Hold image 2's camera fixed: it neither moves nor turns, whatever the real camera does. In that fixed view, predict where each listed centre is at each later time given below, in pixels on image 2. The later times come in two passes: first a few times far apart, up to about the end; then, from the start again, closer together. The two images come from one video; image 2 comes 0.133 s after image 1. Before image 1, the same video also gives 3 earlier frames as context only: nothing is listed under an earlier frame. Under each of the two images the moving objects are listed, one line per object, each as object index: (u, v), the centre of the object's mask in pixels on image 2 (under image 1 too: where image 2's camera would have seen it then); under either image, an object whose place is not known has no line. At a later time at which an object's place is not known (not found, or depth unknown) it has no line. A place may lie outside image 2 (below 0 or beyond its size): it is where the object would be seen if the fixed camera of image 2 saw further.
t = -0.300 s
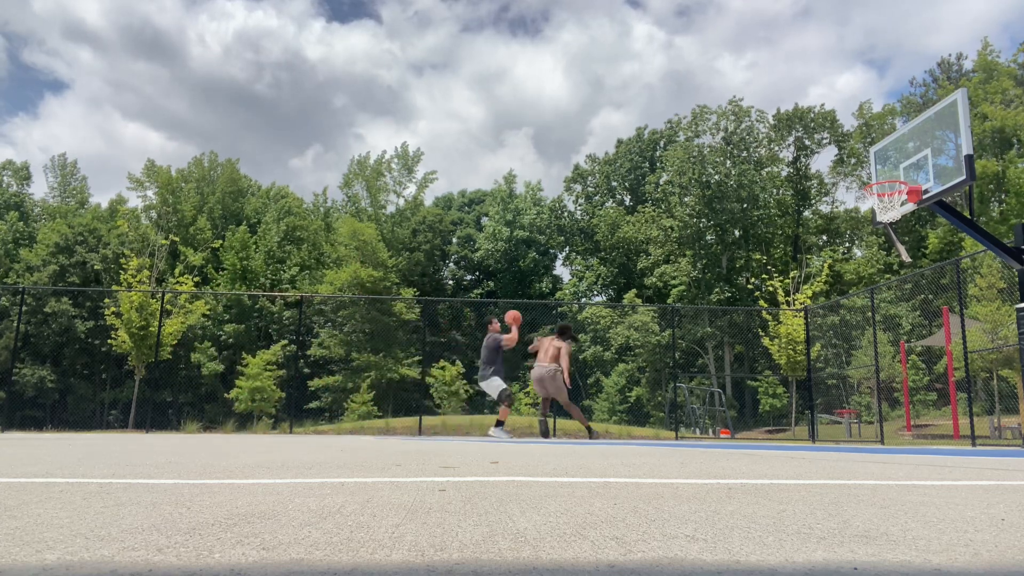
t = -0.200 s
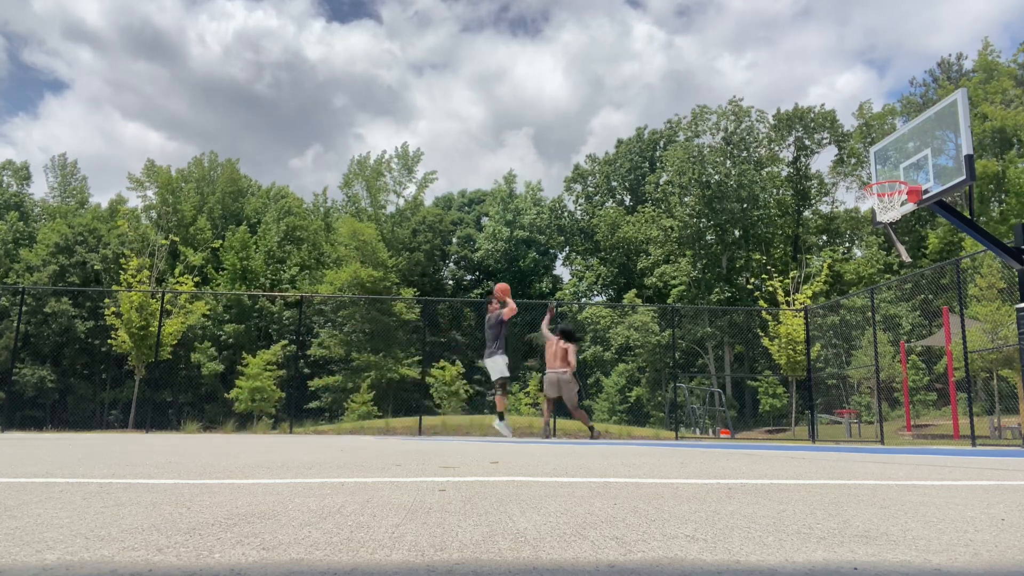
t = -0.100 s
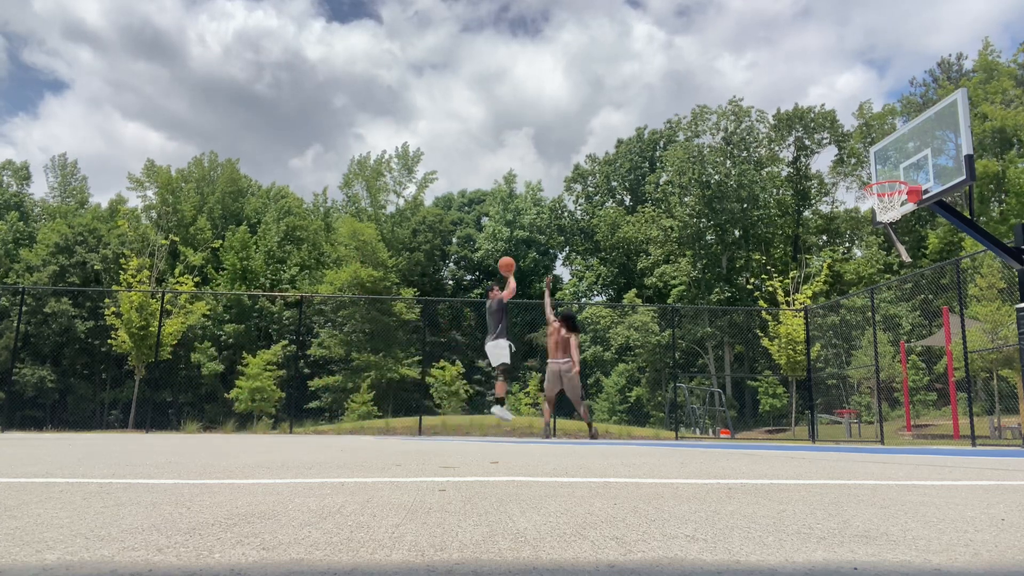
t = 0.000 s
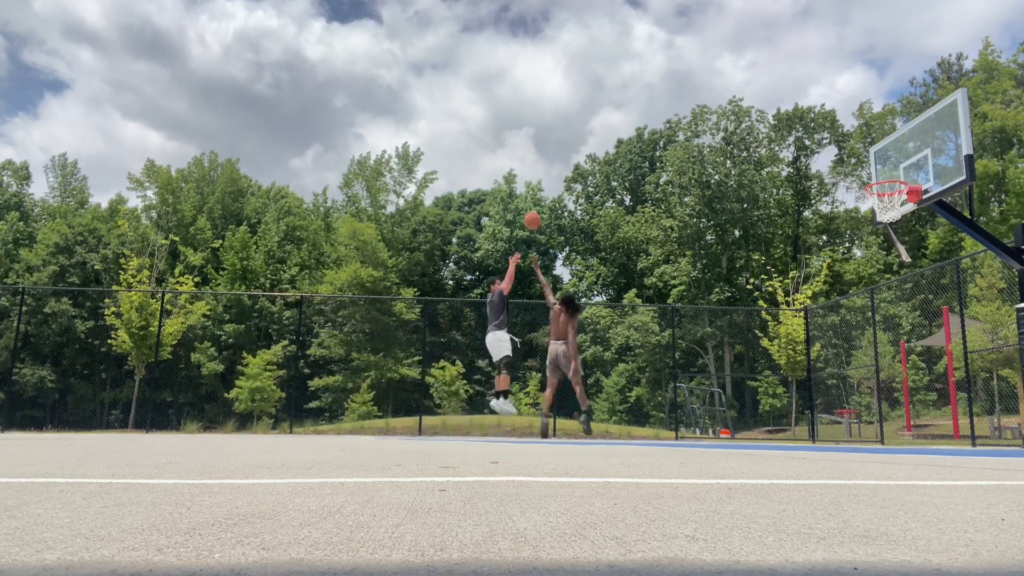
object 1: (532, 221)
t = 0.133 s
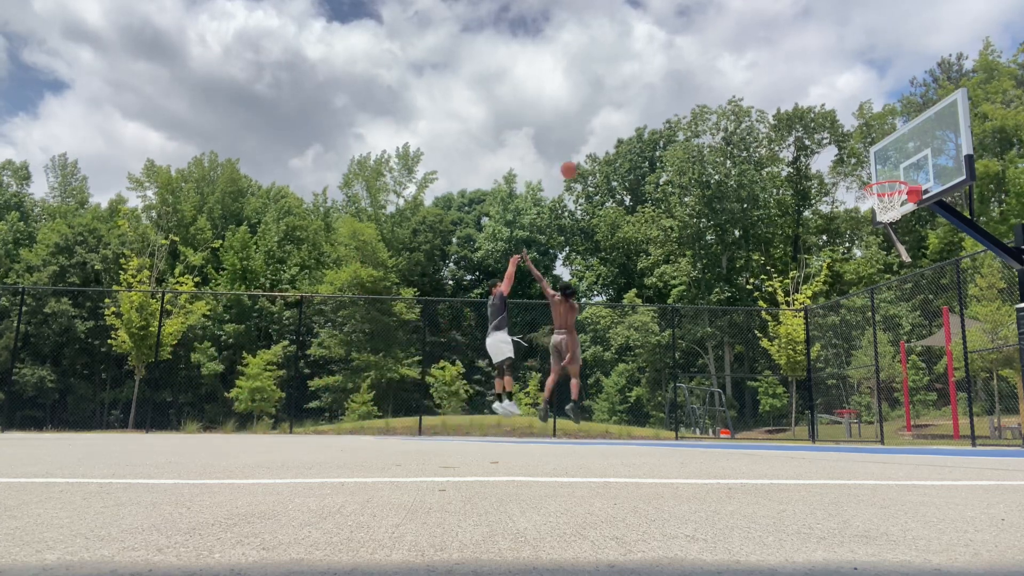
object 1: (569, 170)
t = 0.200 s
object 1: (587, 148)
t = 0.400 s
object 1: (643, 102)
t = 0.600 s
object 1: (702, 81)
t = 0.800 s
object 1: (764, 88)
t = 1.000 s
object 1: (832, 122)
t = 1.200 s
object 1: (895, 186)
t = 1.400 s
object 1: (887, 211)
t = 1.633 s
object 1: (914, 248)
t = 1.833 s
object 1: (941, 318)
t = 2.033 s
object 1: (974, 426)
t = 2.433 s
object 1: (1010, 314)
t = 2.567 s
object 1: (1018, 301)
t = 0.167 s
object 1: (578, 158)
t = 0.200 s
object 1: (587, 148)
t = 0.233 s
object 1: (597, 139)
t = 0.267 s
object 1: (606, 130)
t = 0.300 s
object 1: (615, 122)
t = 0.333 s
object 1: (624, 115)
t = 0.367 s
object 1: (634, 108)
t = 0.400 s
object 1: (643, 102)
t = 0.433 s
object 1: (653, 97)
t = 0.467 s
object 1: (663, 92)
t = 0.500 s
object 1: (672, 89)
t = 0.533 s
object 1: (682, 85)
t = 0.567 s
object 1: (692, 83)
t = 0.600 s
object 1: (702, 81)
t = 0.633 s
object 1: (712, 81)
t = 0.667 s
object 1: (722, 80)
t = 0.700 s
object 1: (733, 81)
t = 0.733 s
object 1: (743, 82)
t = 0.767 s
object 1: (753, 85)
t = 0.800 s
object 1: (764, 88)
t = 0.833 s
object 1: (775, 91)
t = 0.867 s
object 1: (786, 96)
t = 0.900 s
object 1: (797, 101)
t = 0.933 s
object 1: (809, 108)
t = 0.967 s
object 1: (819, 115)
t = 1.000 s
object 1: (832, 122)
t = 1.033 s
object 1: (844, 131)
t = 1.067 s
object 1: (856, 141)
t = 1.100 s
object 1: (867, 152)
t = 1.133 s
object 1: (880, 163)
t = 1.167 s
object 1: (893, 174)
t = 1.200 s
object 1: (895, 186)
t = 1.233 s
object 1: (879, 191)
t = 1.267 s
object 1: (872, 196)
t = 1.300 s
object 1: (873, 200)
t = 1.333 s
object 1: (879, 201)
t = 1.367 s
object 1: (884, 204)
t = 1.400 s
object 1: (887, 211)
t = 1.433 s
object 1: (891, 217)
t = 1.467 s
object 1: (894, 218)
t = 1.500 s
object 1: (898, 222)
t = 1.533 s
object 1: (902, 227)
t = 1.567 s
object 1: (906, 233)
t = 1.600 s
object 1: (910, 240)
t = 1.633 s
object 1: (914, 248)
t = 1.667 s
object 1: (919, 258)
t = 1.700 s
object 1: (923, 268)
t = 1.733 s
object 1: (927, 279)
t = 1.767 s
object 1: (932, 291)
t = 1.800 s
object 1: (937, 304)
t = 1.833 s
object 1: (941, 318)
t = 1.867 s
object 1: (946, 333)
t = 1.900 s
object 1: (951, 349)
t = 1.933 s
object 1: (957, 366)
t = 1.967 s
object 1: (962, 385)
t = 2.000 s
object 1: (968, 405)
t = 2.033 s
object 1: (974, 426)
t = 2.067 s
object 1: (977, 434)
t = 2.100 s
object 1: (979, 418)
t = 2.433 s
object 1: (1010, 314)
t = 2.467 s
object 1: (1013, 310)
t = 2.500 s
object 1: (1016, 305)
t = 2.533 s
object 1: (1017, 303)
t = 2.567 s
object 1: (1018, 301)
